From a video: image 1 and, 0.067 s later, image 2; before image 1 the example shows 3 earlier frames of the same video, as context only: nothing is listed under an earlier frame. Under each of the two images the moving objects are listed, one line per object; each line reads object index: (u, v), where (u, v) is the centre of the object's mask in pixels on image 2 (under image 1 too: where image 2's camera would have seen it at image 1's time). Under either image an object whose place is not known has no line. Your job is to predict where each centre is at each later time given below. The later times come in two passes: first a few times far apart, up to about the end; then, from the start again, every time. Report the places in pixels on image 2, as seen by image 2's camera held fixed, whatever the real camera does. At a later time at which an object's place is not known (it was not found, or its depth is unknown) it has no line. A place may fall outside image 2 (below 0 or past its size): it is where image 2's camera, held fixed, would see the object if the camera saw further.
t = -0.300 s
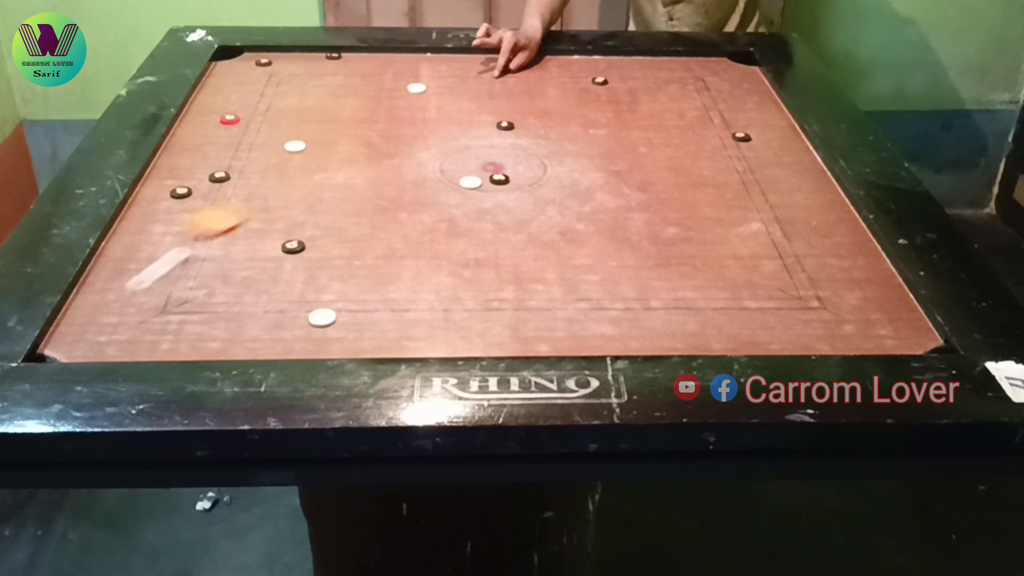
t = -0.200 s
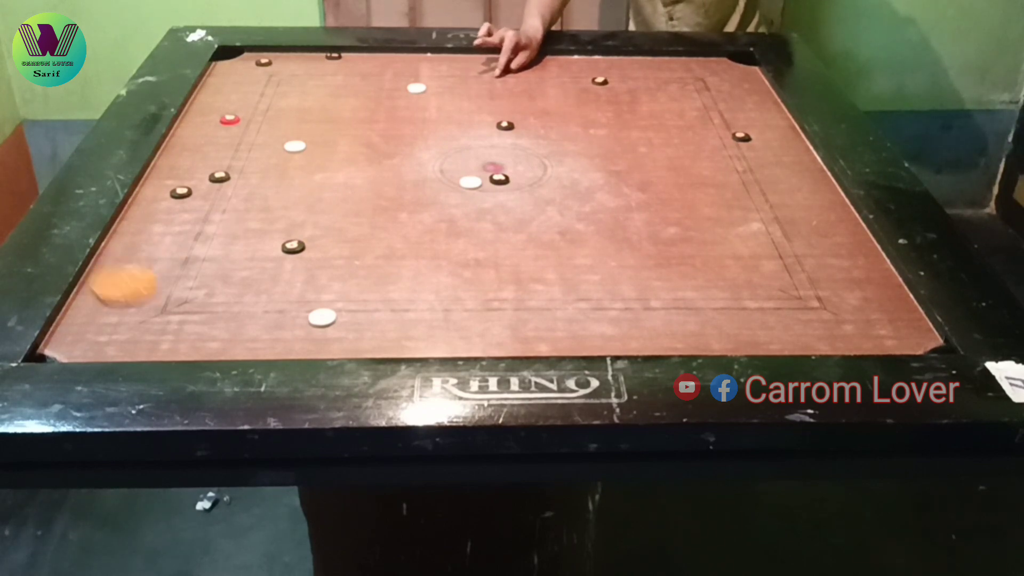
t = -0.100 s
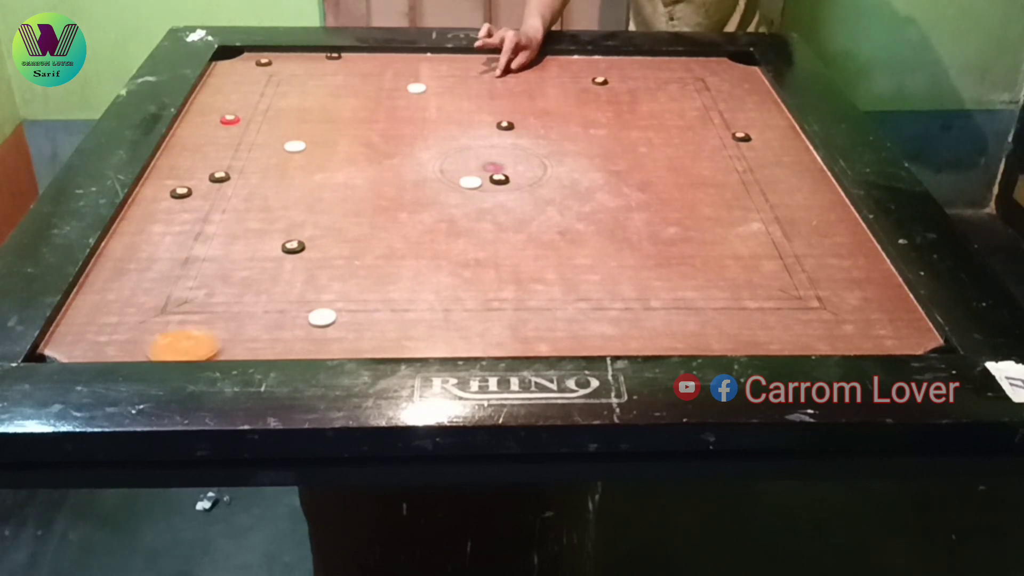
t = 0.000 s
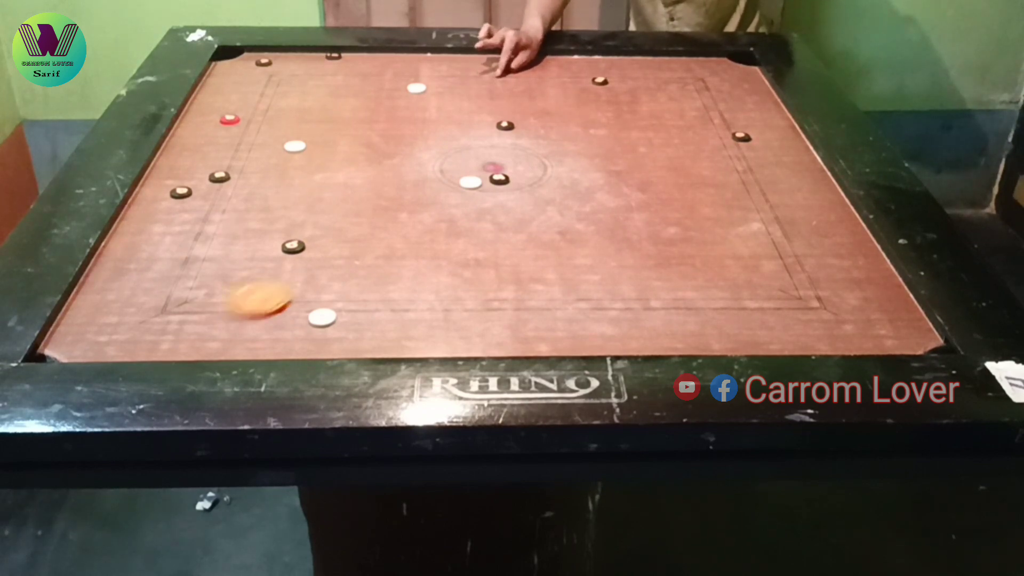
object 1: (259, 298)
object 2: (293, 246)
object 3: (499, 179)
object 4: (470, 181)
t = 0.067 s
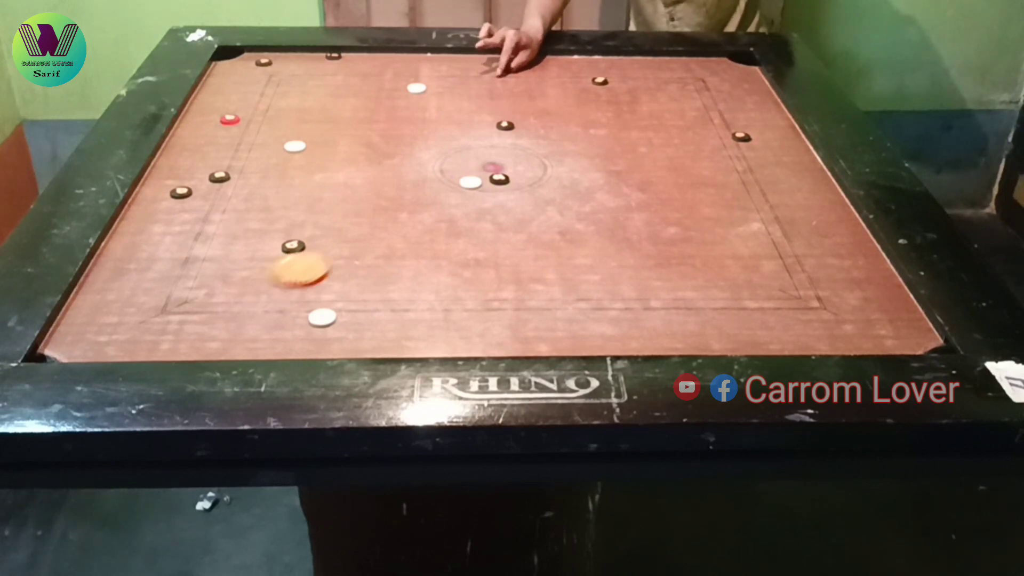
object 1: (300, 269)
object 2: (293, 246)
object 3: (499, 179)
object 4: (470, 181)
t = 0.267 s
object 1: (392, 211)
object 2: (257, 192)
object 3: (499, 179)
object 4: (470, 181)
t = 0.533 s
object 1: (461, 166)
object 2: (218, 138)
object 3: (547, 172)
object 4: (481, 182)
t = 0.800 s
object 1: (492, 143)
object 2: (195, 108)
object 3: (600, 164)
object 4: (481, 182)
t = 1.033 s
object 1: (503, 137)
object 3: (604, 163)
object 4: (481, 182)
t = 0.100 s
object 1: (317, 257)
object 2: (289, 241)
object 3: (499, 179)
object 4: (470, 181)
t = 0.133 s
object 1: (335, 246)
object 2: (282, 229)
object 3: (499, 179)
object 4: (470, 181)
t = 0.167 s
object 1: (351, 237)
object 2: (275, 219)
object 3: (499, 179)
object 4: (470, 181)
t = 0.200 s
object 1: (365, 228)
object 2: (269, 209)
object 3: (499, 179)
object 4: (470, 181)
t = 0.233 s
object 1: (380, 219)
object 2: (263, 200)
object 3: (499, 179)
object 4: (470, 181)
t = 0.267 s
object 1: (392, 211)
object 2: (257, 192)
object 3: (499, 179)
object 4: (470, 181)
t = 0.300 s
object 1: (405, 204)
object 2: (251, 183)
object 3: (499, 179)
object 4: (470, 181)
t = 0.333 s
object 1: (416, 196)
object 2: (246, 176)
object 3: (499, 179)
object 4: (470, 181)
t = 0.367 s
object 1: (428, 190)
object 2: (241, 169)
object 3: (499, 179)
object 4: (470, 181)
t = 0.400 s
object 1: (437, 184)
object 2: (236, 162)
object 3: (499, 179)
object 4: (473, 181)
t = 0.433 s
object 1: (444, 179)
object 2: (232, 155)
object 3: (509, 178)
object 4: (480, 181)
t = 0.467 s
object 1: (450, 174)
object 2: (227, 149)
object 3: (522, 175)
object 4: (481, 182)
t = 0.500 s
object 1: (456, 170)
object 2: (223, 144)
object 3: (535, 174)
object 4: (481, 182)
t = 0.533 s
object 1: (461, 166)
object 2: (218, 138)
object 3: (547, 172)
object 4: (481, 182)
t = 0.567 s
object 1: (467, 162)
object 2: (214, 133)
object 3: (557, 170)
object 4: (481, 182)
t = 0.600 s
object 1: (471, 158)
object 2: (210, 128)
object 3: (566, 169)
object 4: (481, 182)
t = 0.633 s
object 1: (475, 155)
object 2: (206, 123)
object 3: (575, 168)
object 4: (481, 182)
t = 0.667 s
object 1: (480, 152)
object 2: (202, 119)
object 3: (581, 167)
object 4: (481, 182)
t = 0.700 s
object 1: (483, 150)
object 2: (200, 116)
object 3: (587, 166)
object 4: (481, 182)
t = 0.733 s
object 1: (486, 147)
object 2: (197, 113)
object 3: (592, 165)
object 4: (481, 182)
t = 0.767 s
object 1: (489, 145)
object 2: (194, 110)
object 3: (597, 165)
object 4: (481, 182)
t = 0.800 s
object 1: (492, 143)
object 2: (195, 108)
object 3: (600, 164)
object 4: (481, 182)
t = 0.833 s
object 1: (494, 142)
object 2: (200, 106)
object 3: (602, 164)
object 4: (481, 182)
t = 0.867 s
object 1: (496, 140)
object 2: (203, 104)
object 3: (604, 163)
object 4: (481, 182)
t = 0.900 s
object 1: (498, 139)
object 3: (604, 163)
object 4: (481, 182)
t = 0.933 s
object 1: (500, 139)
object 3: (605, 164)
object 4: (481, 182)
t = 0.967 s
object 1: (501, 138)
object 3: (604, 163)
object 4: (481, 182)
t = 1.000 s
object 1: (502, 138)
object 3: (604, 163)
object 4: (481, 182)
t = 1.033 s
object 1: (503, 137)
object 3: (604, 163)
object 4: (481, 182)
